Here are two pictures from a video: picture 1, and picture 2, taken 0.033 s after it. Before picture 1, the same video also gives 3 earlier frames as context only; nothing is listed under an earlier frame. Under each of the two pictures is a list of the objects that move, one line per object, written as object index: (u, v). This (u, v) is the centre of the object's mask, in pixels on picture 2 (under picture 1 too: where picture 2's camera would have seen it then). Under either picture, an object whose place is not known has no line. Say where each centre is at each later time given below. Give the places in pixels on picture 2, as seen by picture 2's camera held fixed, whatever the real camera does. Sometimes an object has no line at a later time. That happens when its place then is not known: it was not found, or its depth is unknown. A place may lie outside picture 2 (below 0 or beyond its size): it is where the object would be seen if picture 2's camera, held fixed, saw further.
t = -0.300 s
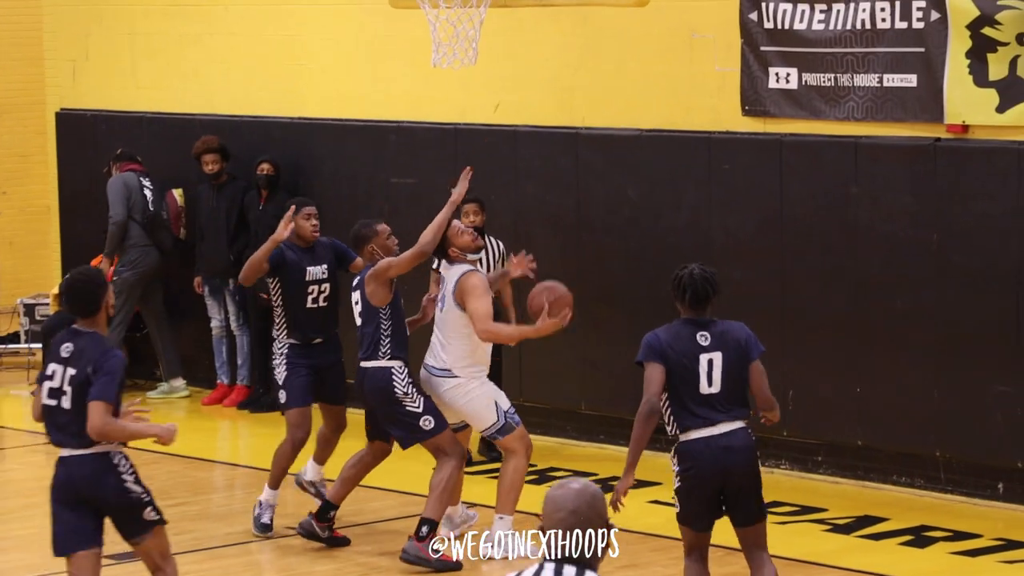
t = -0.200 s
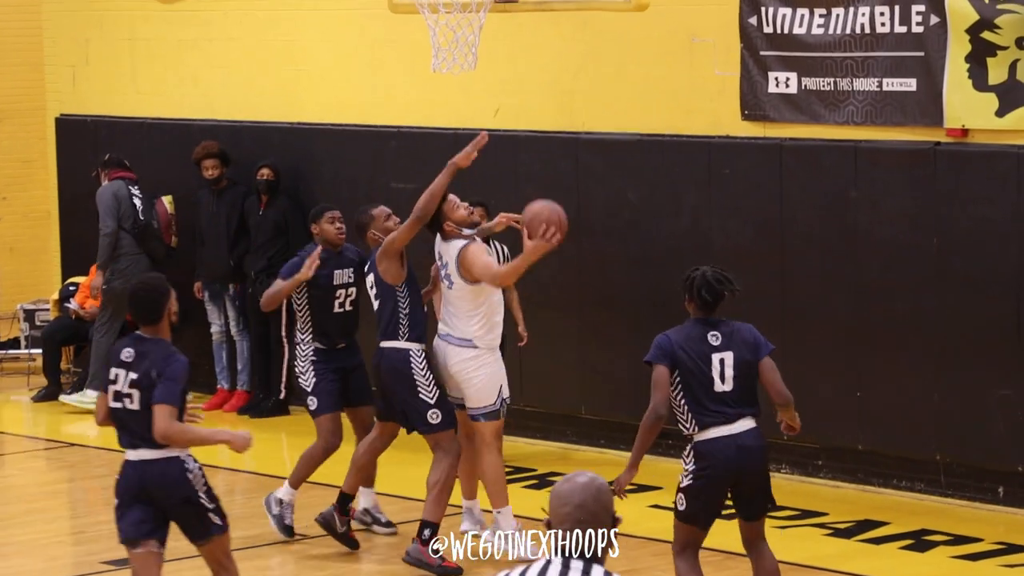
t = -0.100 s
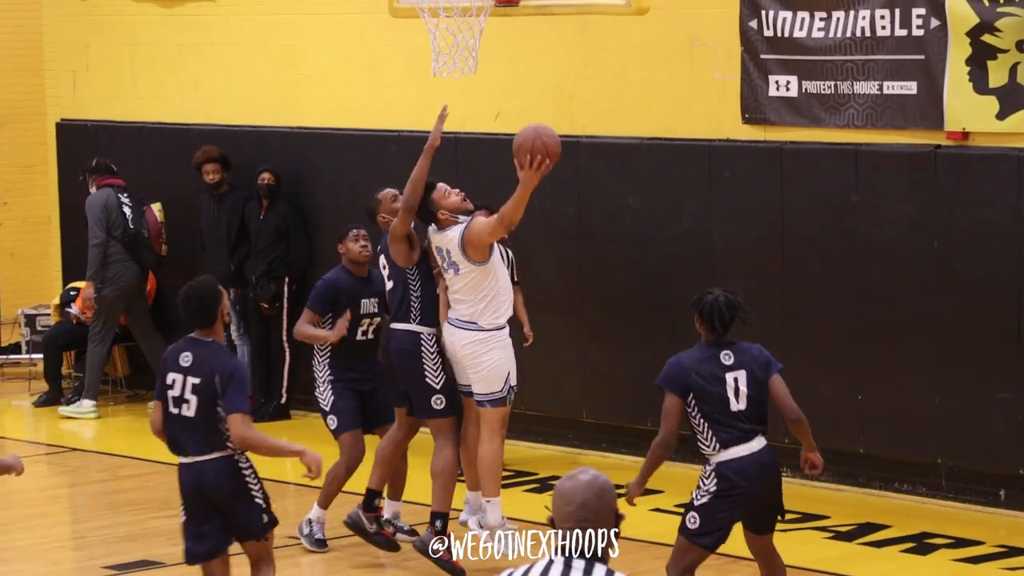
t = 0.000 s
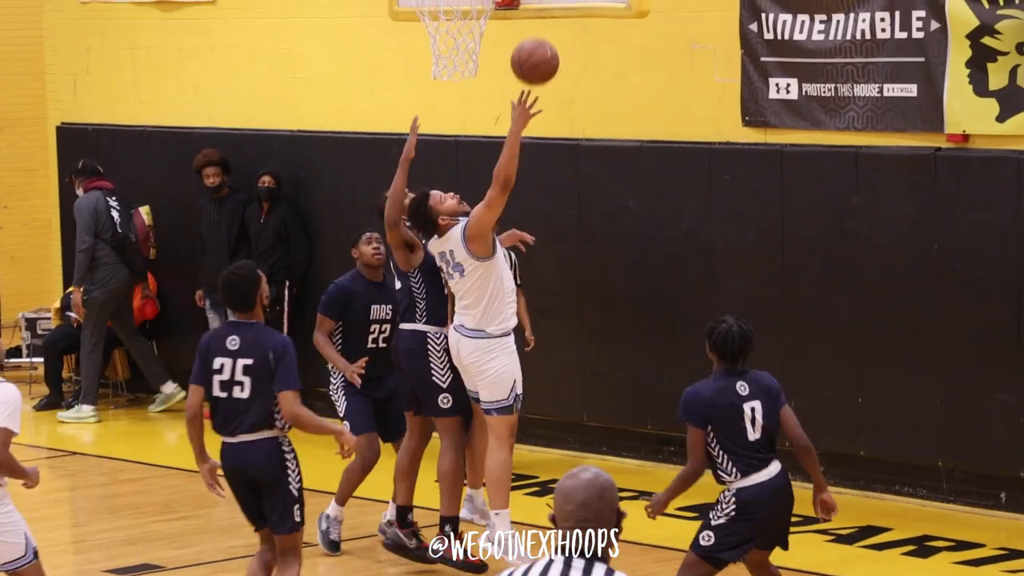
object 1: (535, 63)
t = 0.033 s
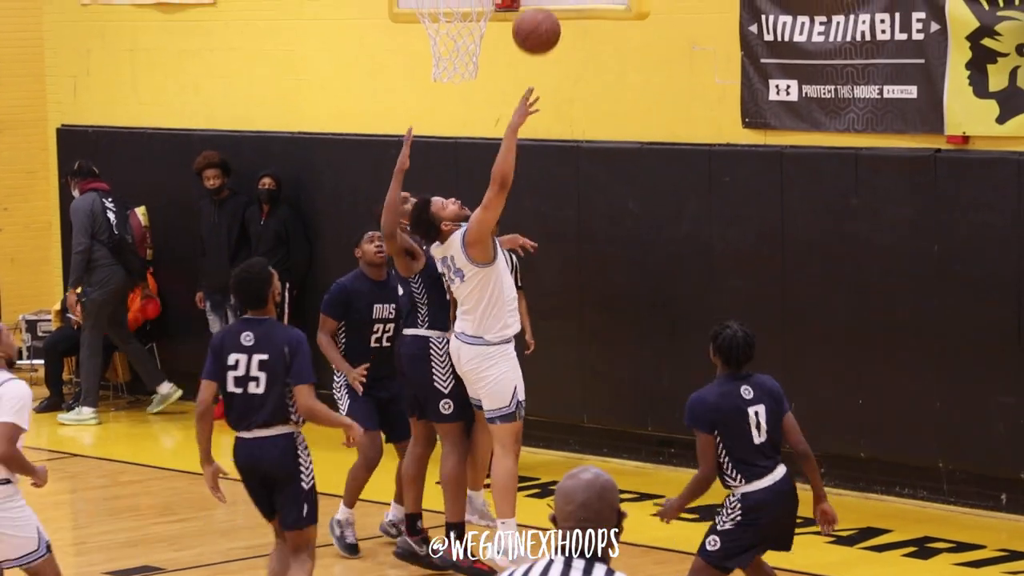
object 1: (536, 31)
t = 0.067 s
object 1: (538, 10)
